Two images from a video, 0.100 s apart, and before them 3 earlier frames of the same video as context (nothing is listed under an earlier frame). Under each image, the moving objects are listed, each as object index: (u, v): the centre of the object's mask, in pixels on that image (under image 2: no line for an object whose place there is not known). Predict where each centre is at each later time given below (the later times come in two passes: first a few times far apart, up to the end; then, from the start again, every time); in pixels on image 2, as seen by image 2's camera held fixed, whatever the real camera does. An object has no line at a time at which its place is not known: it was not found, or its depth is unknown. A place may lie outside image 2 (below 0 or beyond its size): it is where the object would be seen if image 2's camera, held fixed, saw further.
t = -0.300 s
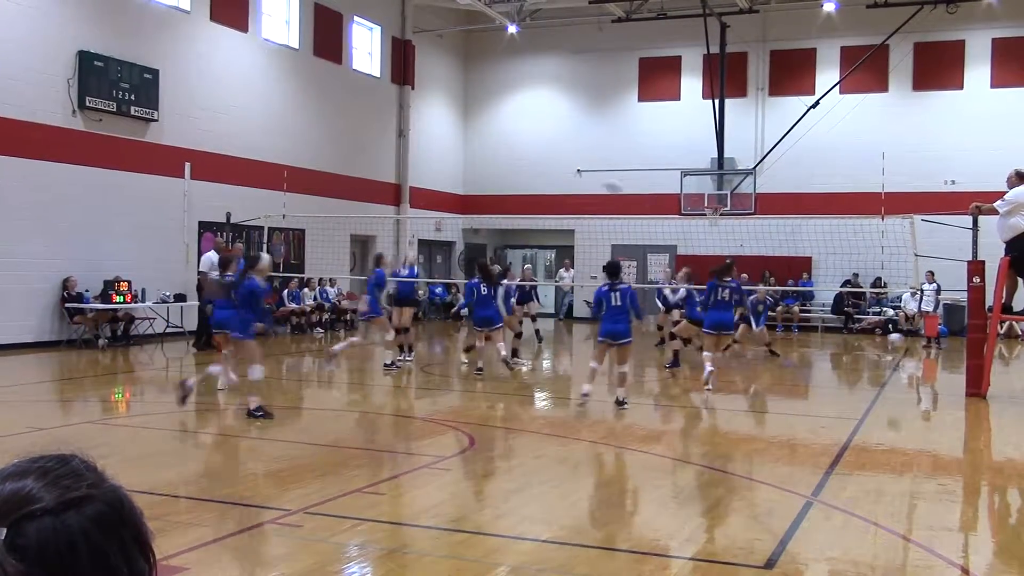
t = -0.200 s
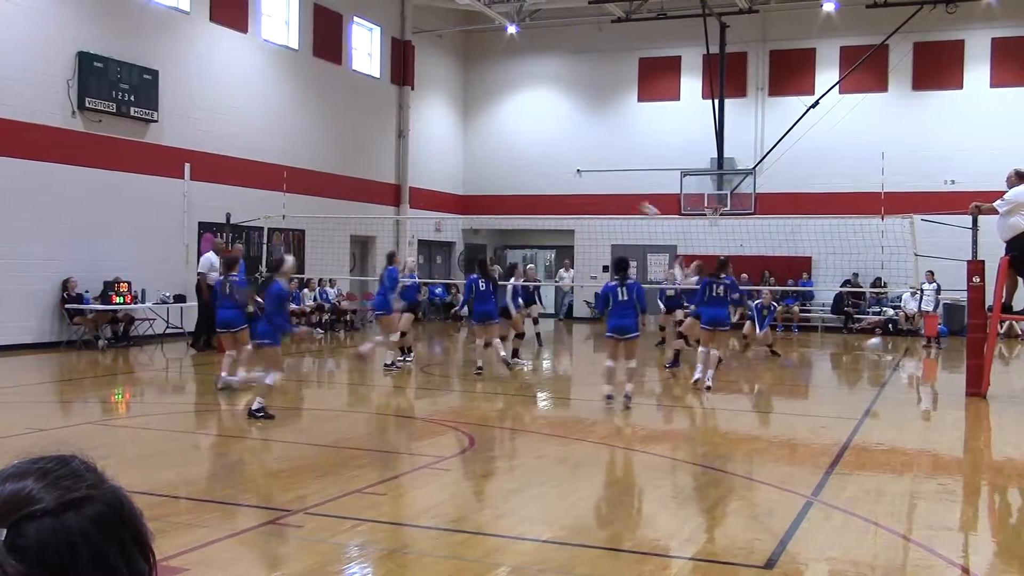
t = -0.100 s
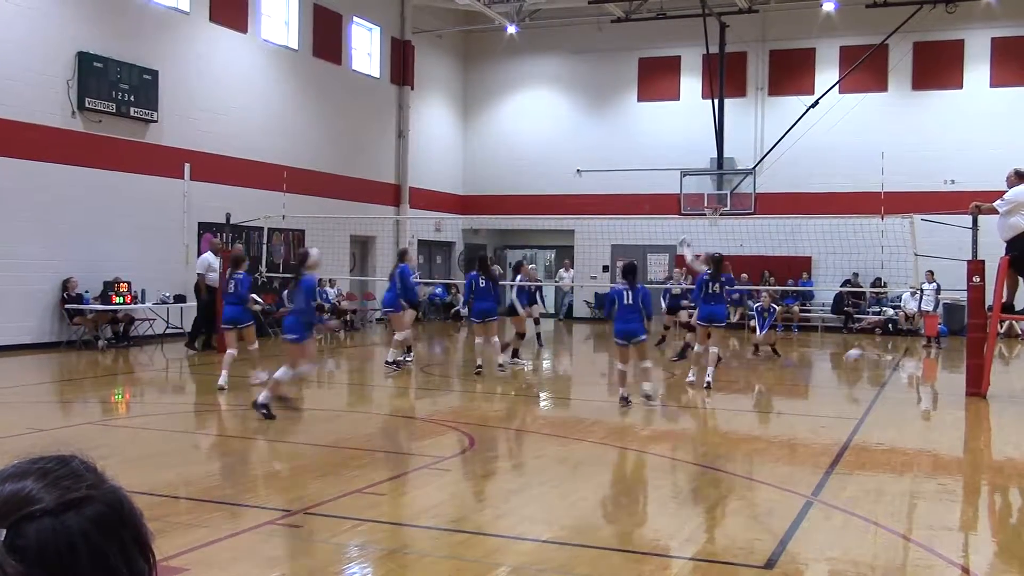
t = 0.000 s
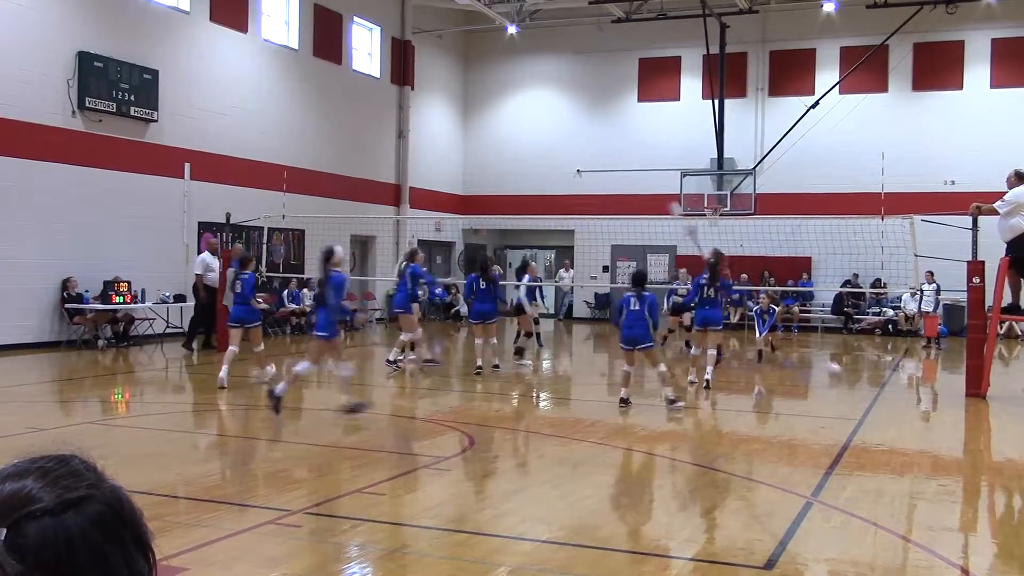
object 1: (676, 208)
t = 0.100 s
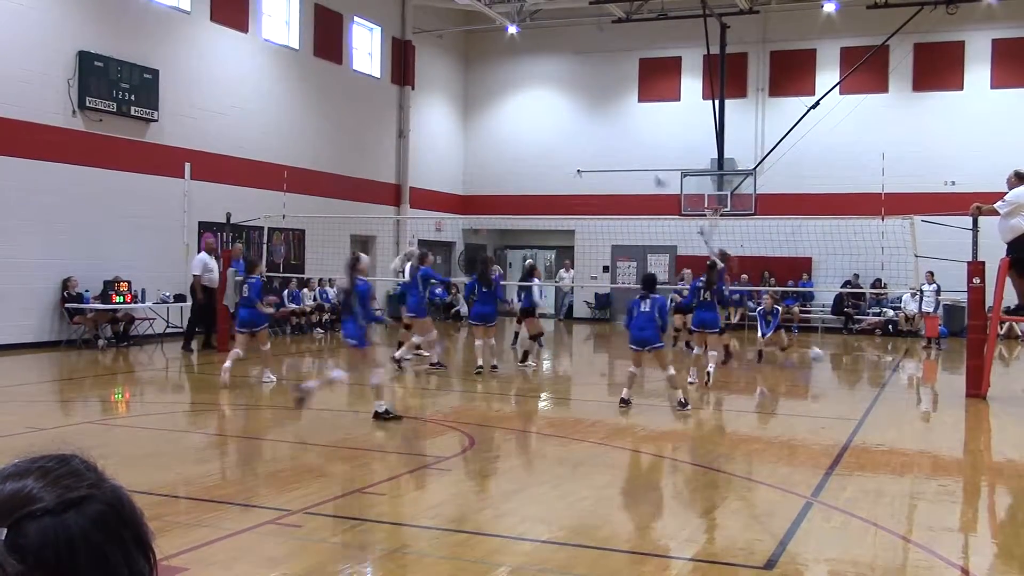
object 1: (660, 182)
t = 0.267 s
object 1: (634, 145)
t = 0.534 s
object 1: (593, 124)
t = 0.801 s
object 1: (553, 147)
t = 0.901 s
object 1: (538, 167)
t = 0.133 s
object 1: (655, 173)
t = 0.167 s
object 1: (649, 164)
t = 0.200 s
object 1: (644, 158)
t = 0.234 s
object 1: (639, 151)
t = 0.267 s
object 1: (634, 145)
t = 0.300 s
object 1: (629, 140)
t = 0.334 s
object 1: (624, 136)
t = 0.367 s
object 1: (618, 133)
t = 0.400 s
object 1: (613, 130)
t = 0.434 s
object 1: (609, 127)
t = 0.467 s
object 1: (604, 125)
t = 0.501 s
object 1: (599, 124)
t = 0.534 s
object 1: (593, 124)
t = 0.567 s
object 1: (588, 125)
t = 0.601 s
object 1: (584, 126)
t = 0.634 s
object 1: (578, 128)
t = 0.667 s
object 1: (573, 130)
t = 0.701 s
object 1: (568, 134)
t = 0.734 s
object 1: (563, 137)
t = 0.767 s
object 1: (558, 142)
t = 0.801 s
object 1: (553, 147)
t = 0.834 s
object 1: (549, 152)
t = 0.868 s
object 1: (544, 159)
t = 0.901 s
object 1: (538, 167)
